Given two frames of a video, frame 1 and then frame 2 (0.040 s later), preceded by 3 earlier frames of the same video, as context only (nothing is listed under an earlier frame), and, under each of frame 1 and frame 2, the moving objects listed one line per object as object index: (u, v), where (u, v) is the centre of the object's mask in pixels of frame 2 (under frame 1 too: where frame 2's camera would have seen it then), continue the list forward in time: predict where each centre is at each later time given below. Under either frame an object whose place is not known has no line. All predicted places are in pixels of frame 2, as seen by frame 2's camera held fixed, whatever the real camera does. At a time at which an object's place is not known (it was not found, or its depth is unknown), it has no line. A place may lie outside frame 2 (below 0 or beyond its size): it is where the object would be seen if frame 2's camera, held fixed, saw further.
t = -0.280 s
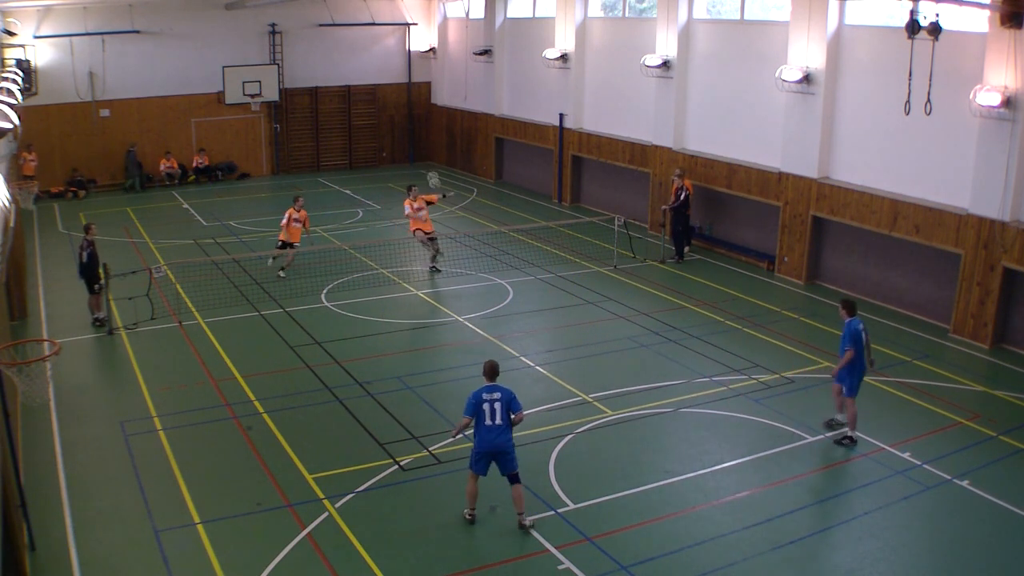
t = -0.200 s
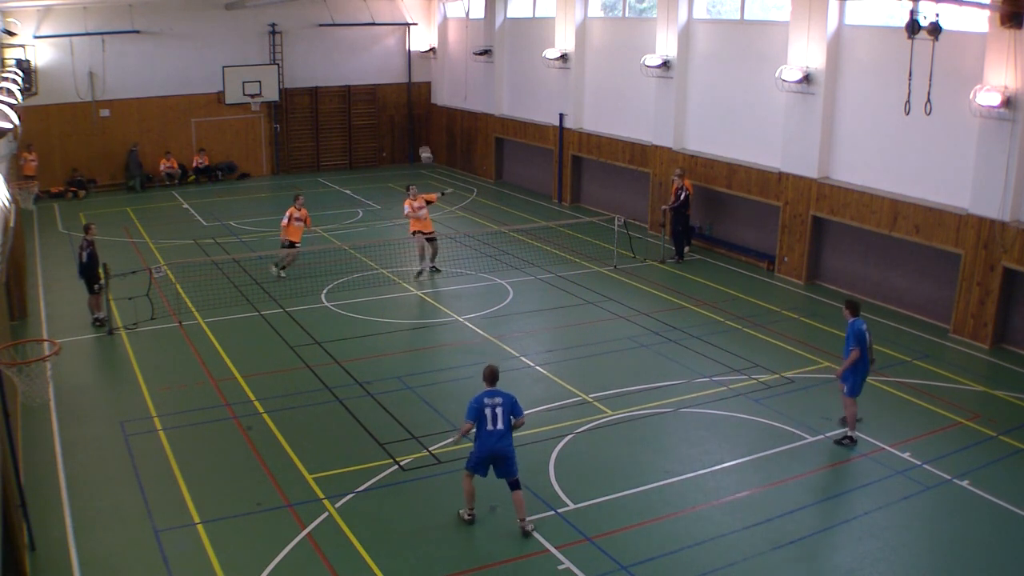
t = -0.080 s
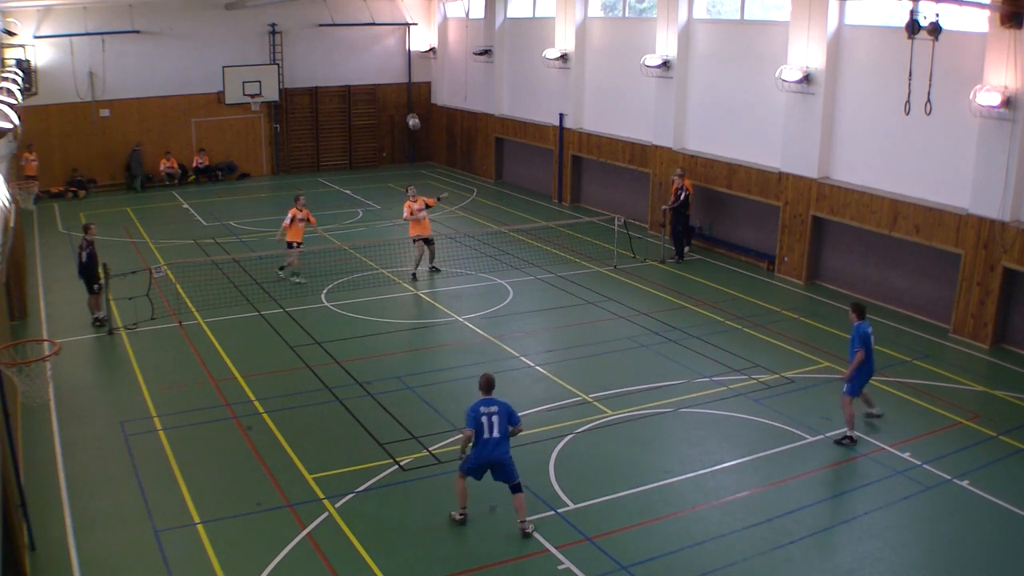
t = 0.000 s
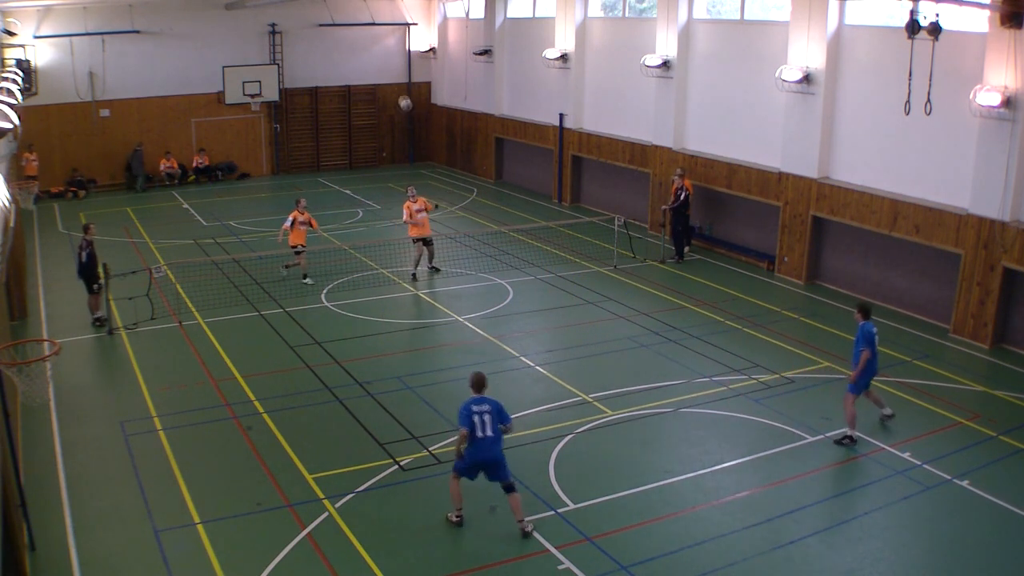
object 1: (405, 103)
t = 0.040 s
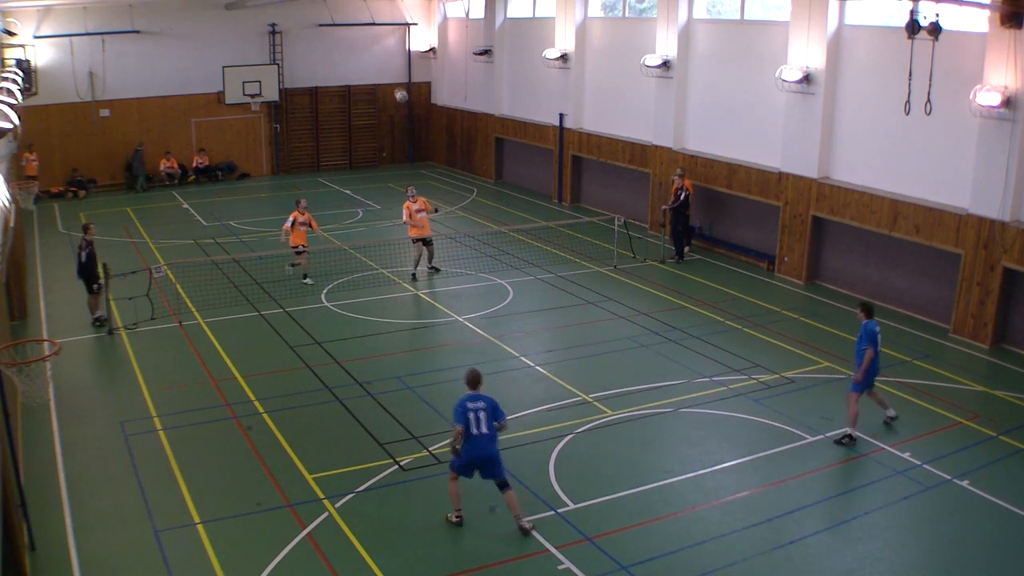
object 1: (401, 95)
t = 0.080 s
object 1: (397, 88)
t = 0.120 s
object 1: (392, 81)
